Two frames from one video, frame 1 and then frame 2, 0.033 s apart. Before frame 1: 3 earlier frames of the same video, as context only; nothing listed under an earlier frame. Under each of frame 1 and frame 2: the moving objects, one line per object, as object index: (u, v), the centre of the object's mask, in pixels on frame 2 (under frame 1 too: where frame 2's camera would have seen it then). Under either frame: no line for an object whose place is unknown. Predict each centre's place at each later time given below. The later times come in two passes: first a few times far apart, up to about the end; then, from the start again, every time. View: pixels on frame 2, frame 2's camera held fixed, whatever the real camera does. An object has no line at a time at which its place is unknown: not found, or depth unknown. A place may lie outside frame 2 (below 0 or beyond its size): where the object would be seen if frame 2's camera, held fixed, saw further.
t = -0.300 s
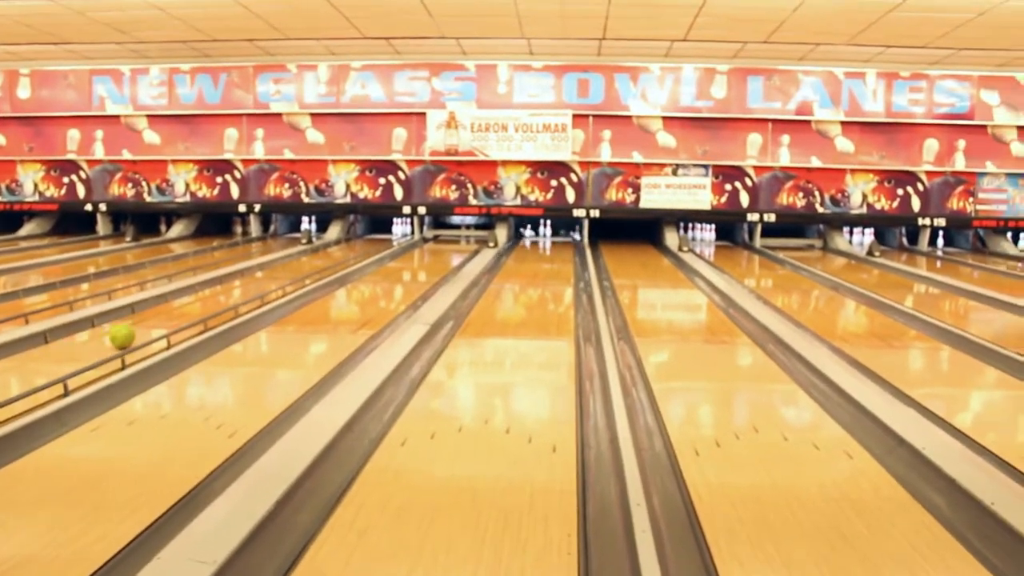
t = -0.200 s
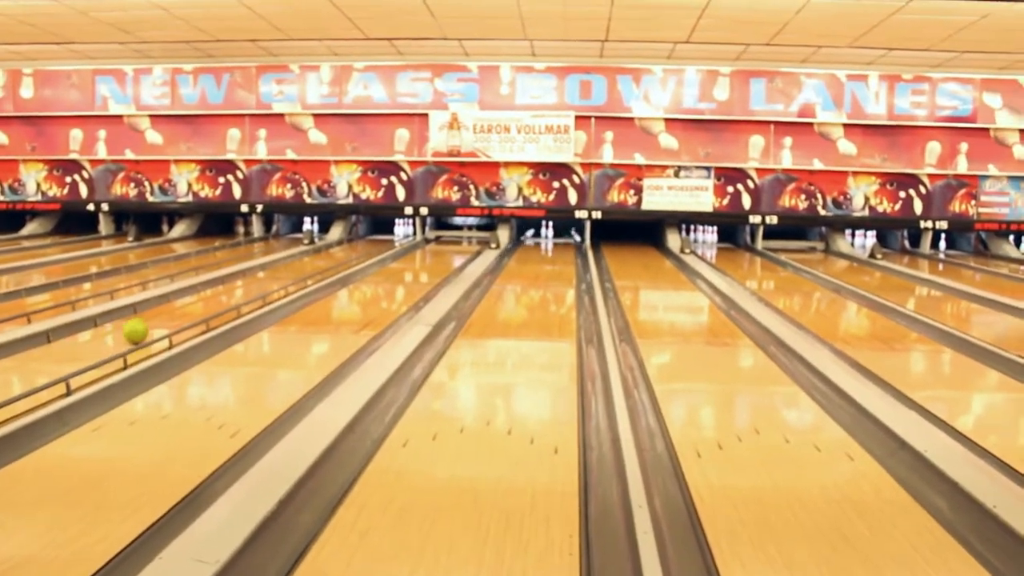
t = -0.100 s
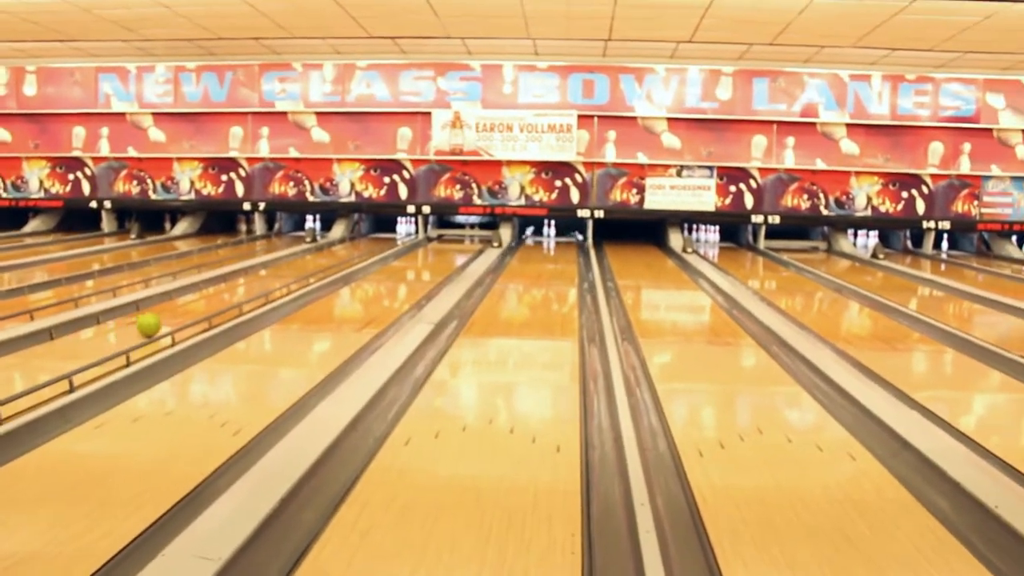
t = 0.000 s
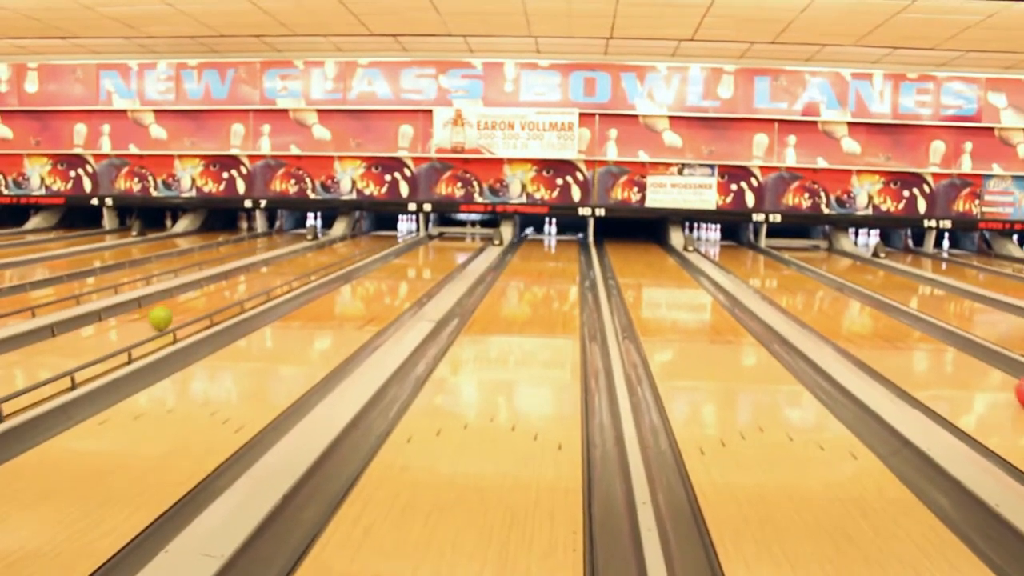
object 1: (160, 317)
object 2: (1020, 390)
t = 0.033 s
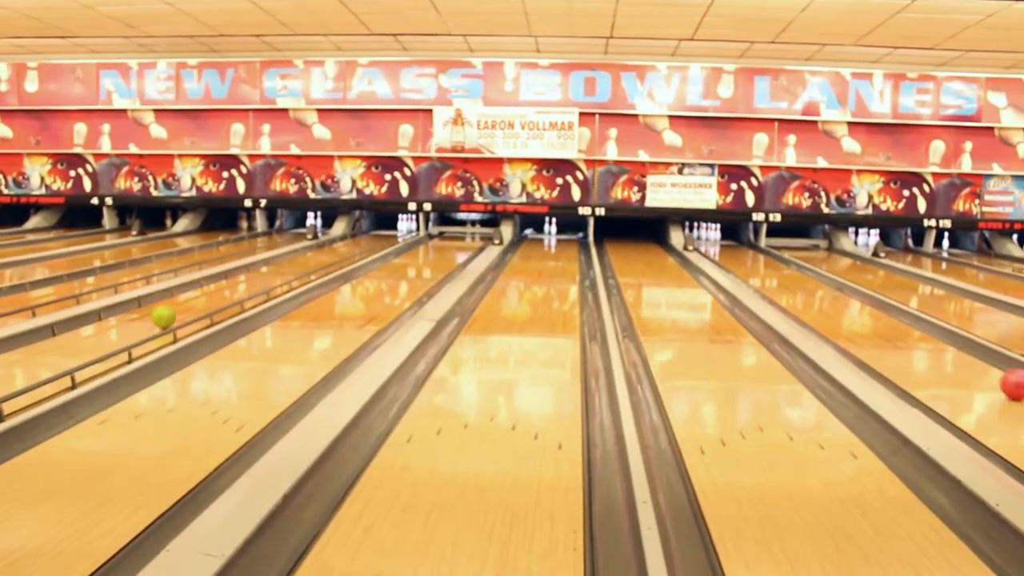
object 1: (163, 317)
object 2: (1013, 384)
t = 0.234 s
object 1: (182, 310)
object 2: (945, 347)
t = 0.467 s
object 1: (203, 303)
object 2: (887, 318)
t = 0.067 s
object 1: (166, 315)
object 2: (1003, 376)
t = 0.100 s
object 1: (170, 314)
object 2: (990, 370)
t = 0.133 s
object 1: (173, 313)
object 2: (978, 364)
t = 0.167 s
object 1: (177, 312)
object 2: (966, 358)
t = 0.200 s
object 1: (179, 311)
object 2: (956, 352)
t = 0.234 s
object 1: (182, 310)
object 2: (945, 347)
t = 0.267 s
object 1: (185, 309)
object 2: (936, 342)
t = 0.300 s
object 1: (189, 308)
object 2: (926, 337)
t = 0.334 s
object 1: (191, 307)
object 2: (918, 333)
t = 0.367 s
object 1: (194, 306)
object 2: (909, 329)
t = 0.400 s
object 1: (197, 305)
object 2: (902, 325)
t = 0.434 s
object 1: (200, 304)
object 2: (894, 321)
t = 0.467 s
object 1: (203, 303)
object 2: (887, 318)
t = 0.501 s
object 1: (205, 302)
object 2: (881, 315)
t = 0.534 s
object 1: (209, 301)
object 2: (874, 311)
